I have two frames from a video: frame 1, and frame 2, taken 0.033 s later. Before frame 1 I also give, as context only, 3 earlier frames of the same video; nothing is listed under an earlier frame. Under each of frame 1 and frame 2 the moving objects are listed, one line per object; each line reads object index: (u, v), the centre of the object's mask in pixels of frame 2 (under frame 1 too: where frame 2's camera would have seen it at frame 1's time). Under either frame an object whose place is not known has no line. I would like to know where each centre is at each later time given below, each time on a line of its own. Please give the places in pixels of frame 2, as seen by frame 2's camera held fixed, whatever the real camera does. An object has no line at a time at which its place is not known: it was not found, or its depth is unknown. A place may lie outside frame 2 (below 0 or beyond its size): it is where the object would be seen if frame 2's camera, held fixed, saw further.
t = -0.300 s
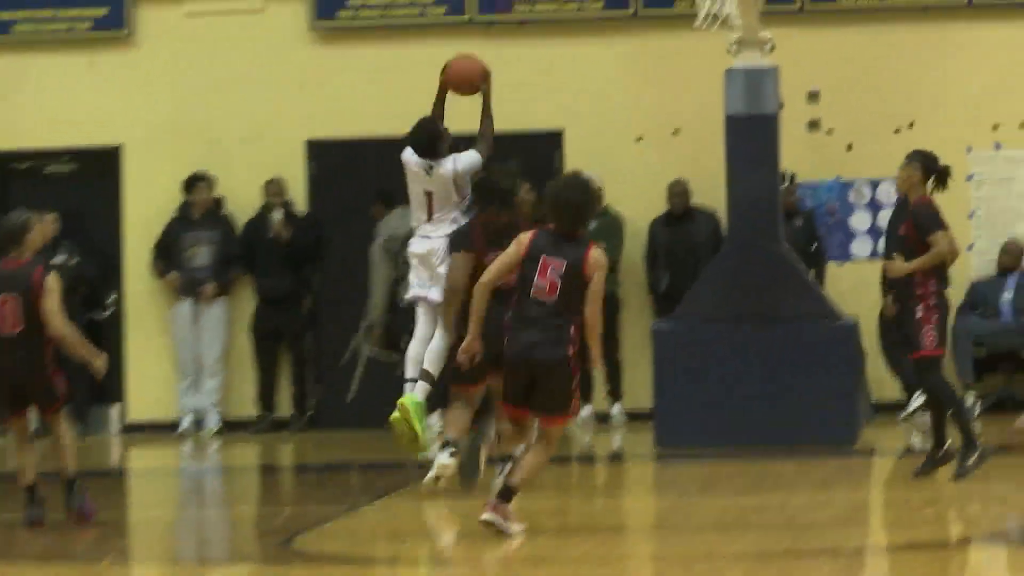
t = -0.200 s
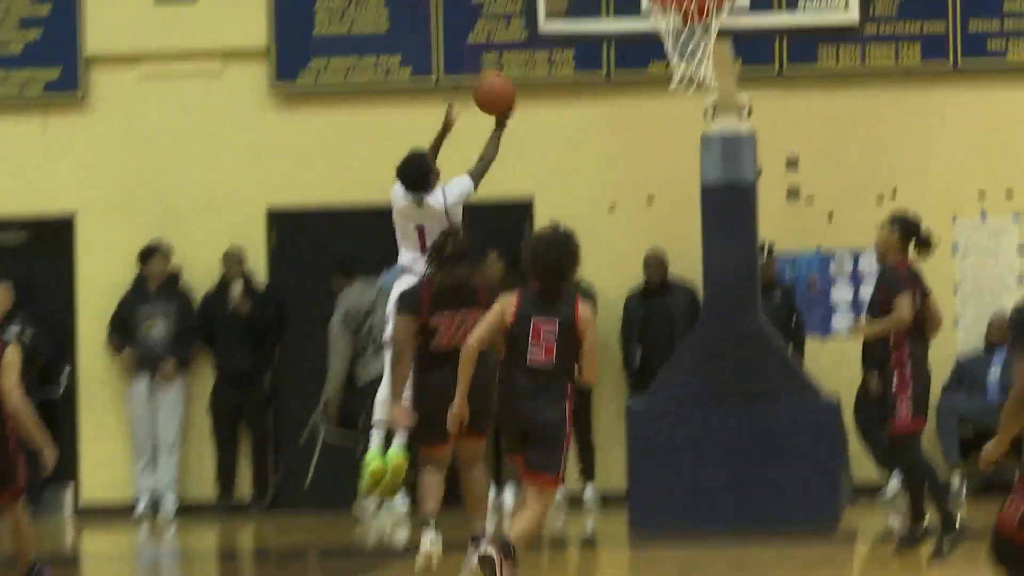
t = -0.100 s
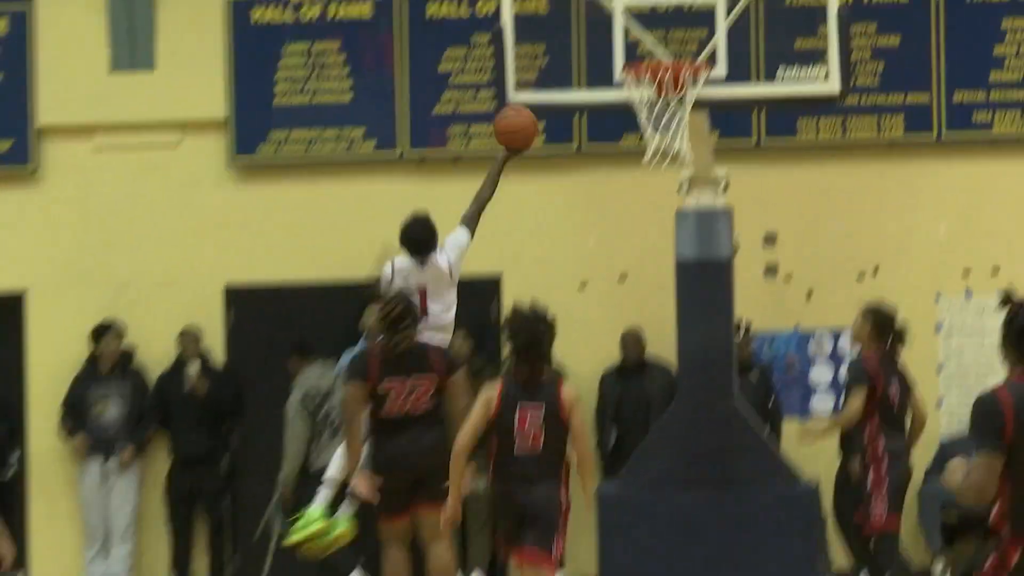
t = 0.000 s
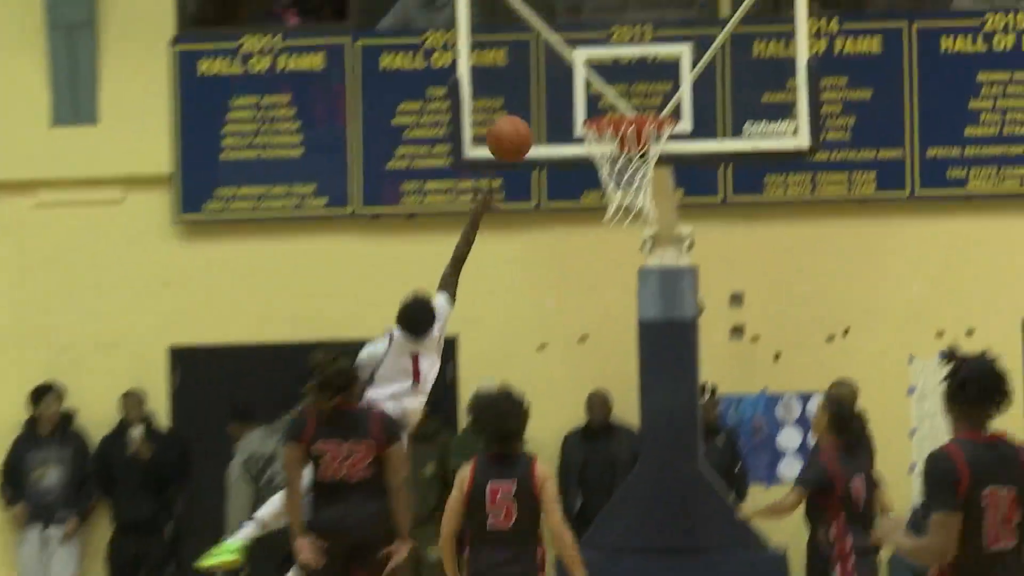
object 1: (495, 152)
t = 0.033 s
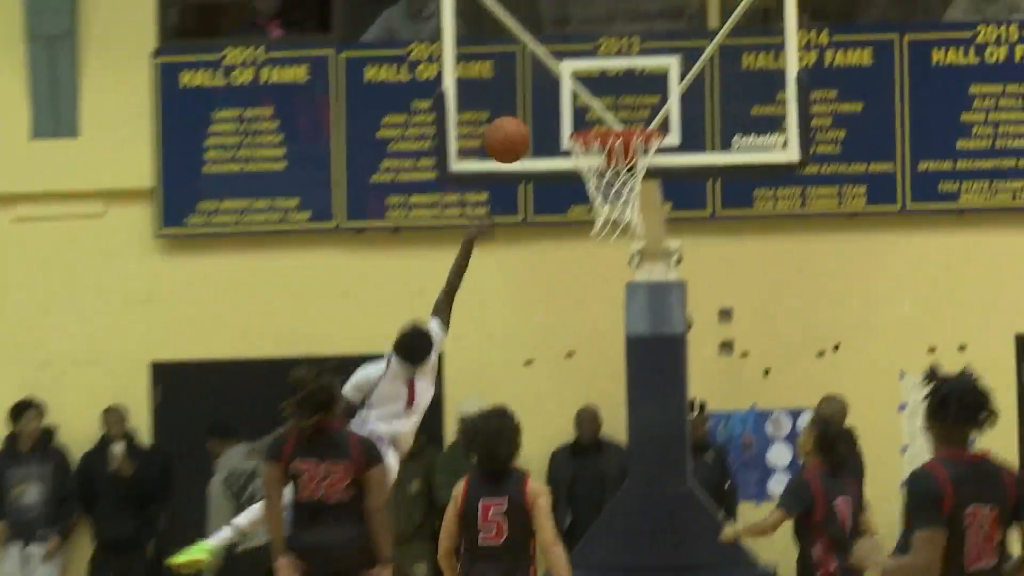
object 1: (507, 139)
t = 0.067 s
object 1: (518, 130)
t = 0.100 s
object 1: (529, 122)
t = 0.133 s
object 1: (541, 116)
